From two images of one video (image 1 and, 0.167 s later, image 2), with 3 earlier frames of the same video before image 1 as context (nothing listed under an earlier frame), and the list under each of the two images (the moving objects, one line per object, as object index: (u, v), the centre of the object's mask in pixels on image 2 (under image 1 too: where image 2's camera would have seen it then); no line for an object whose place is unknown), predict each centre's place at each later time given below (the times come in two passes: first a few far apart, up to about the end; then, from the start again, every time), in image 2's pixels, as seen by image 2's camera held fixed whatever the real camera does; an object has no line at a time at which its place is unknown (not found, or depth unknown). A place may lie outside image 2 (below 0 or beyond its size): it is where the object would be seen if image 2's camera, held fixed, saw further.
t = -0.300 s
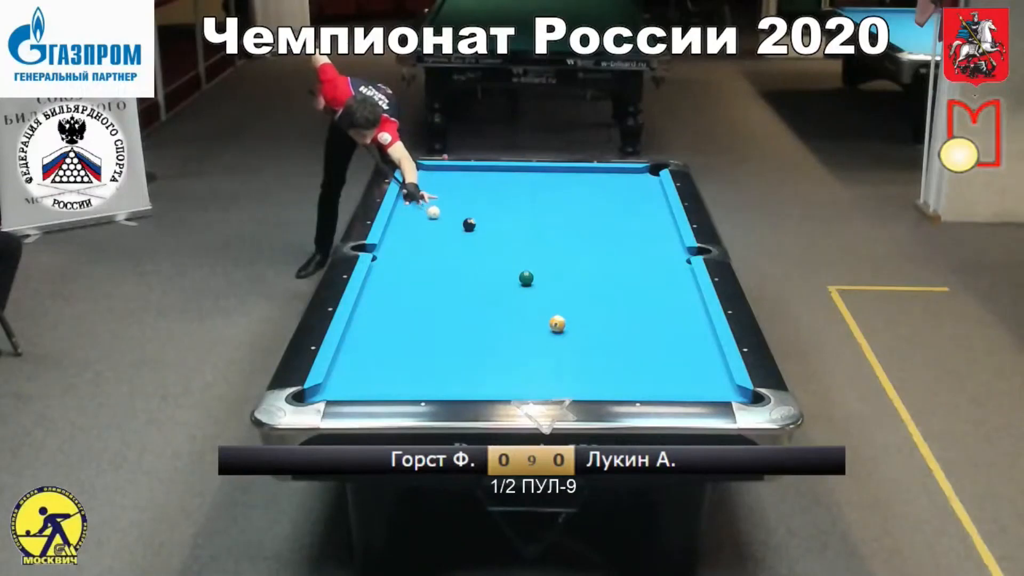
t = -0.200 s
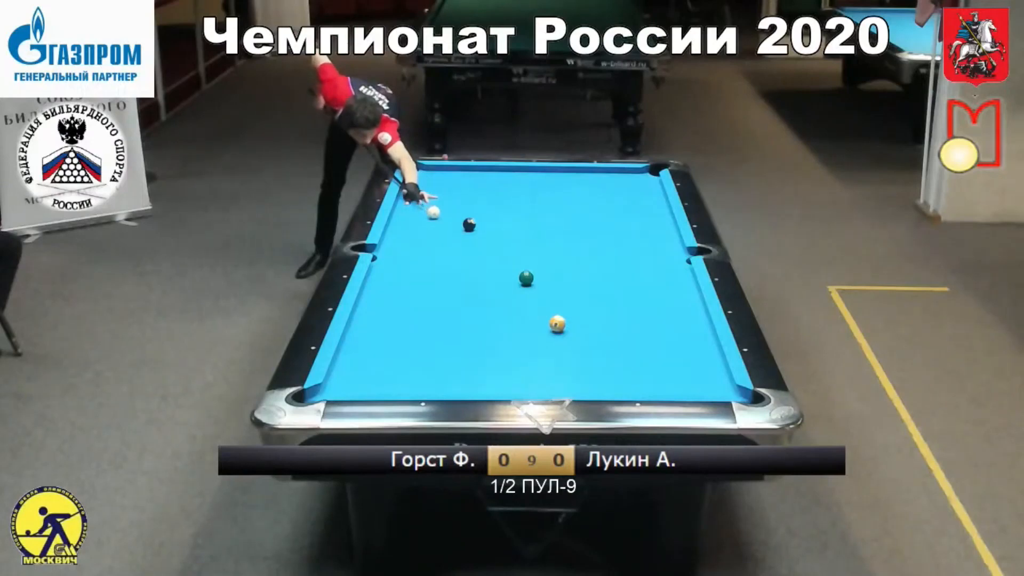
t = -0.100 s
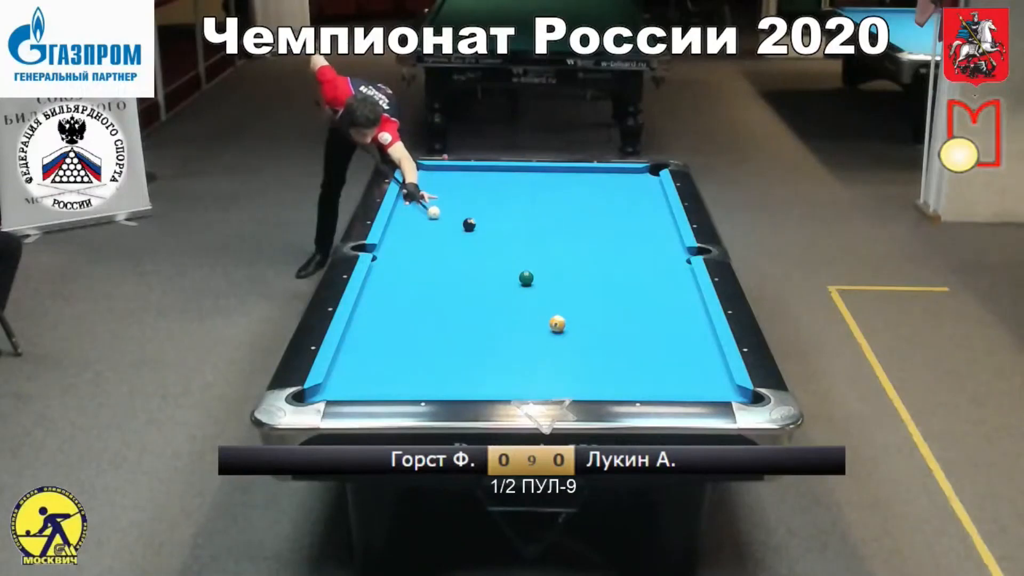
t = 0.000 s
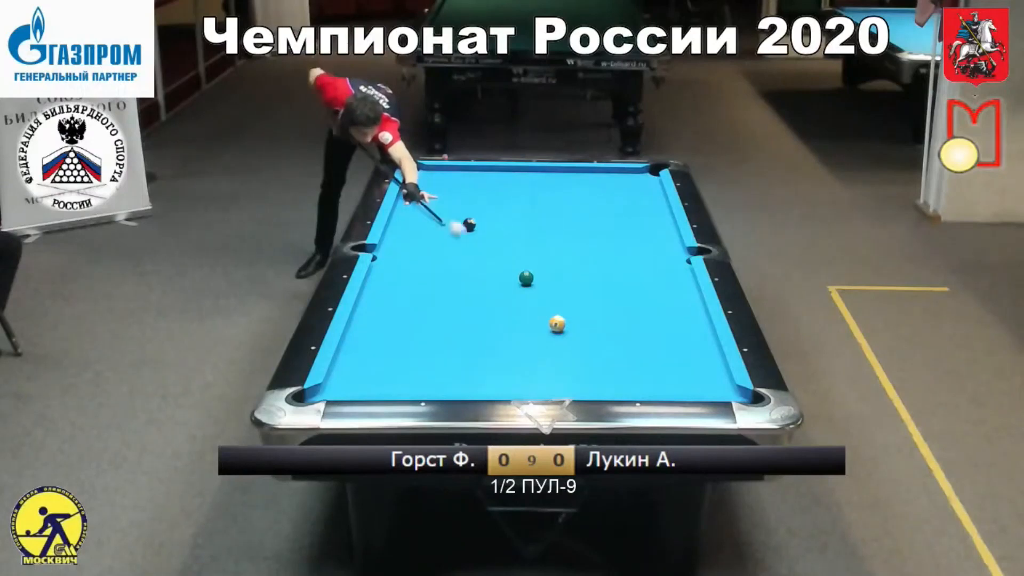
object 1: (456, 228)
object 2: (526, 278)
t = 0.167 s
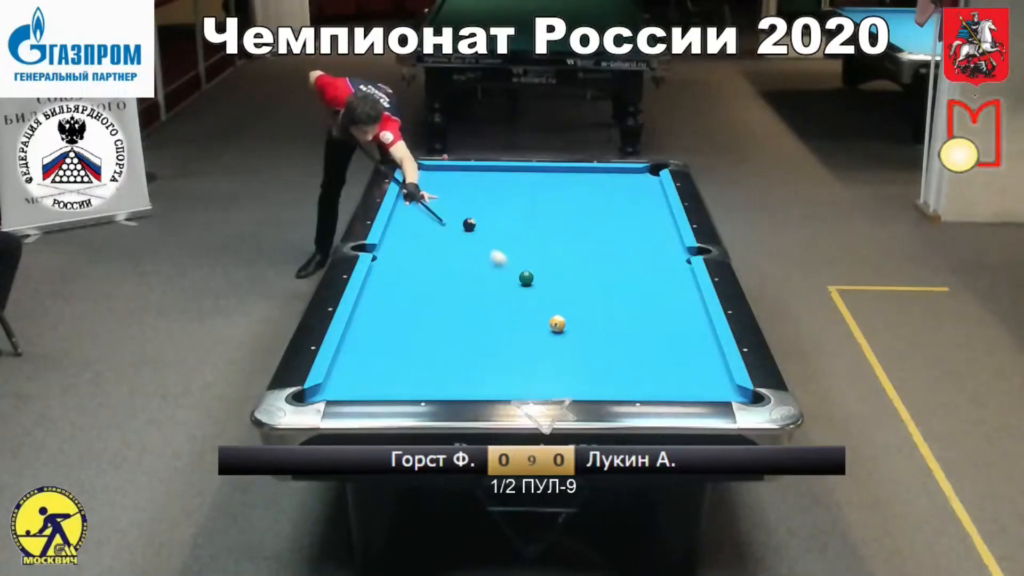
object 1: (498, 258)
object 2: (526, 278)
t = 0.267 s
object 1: (518, 273)
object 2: (530, 282)
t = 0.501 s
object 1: (512, 275)
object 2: (587, 316)
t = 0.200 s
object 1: (506, 264)
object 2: (526, 278)
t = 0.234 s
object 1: (513, 269)
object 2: (526, 279)
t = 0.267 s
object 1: (518, 273)
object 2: (530, 282)
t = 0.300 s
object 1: (517, 274)
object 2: (539, 288)
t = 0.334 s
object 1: (516, 274)
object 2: (548, 293)
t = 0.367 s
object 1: (516, 274)
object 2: (556, 299)
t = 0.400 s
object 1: (514, 274)
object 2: (564, 302)
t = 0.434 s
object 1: (514, 274)
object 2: (572, 307)
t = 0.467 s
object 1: (513, 274)
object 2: (580, 312)
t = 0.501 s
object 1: (512, 275)
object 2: (587, 316)
